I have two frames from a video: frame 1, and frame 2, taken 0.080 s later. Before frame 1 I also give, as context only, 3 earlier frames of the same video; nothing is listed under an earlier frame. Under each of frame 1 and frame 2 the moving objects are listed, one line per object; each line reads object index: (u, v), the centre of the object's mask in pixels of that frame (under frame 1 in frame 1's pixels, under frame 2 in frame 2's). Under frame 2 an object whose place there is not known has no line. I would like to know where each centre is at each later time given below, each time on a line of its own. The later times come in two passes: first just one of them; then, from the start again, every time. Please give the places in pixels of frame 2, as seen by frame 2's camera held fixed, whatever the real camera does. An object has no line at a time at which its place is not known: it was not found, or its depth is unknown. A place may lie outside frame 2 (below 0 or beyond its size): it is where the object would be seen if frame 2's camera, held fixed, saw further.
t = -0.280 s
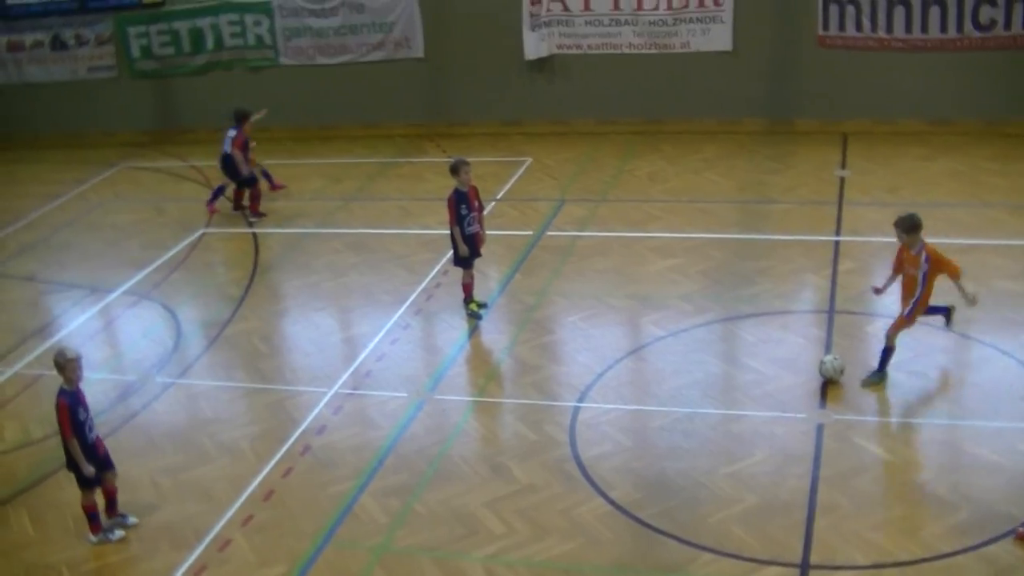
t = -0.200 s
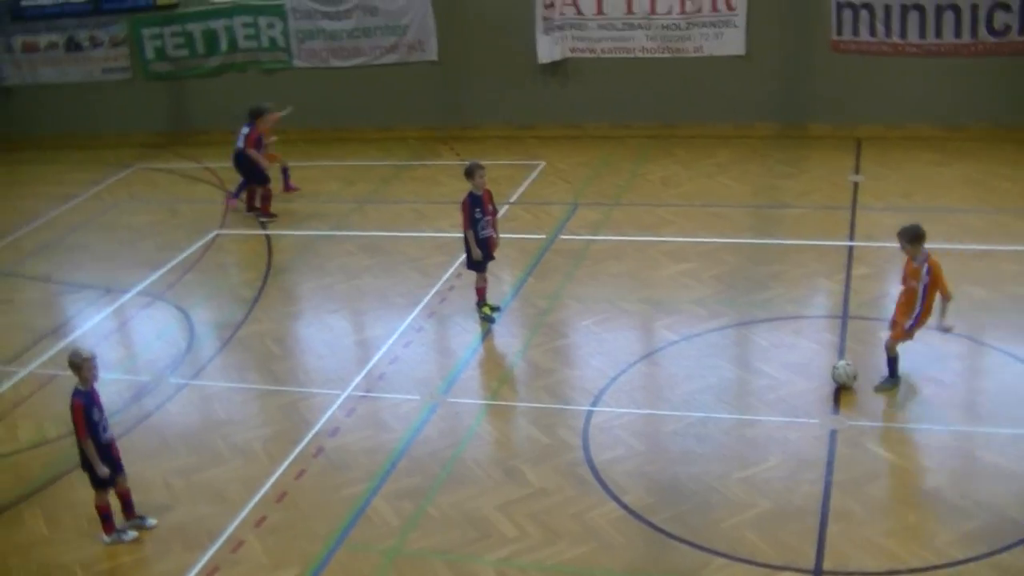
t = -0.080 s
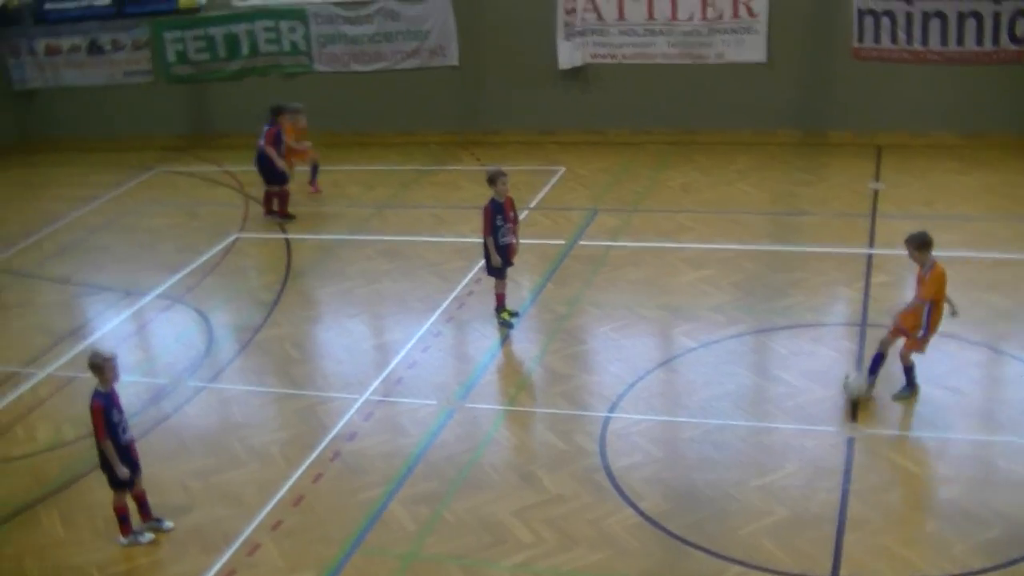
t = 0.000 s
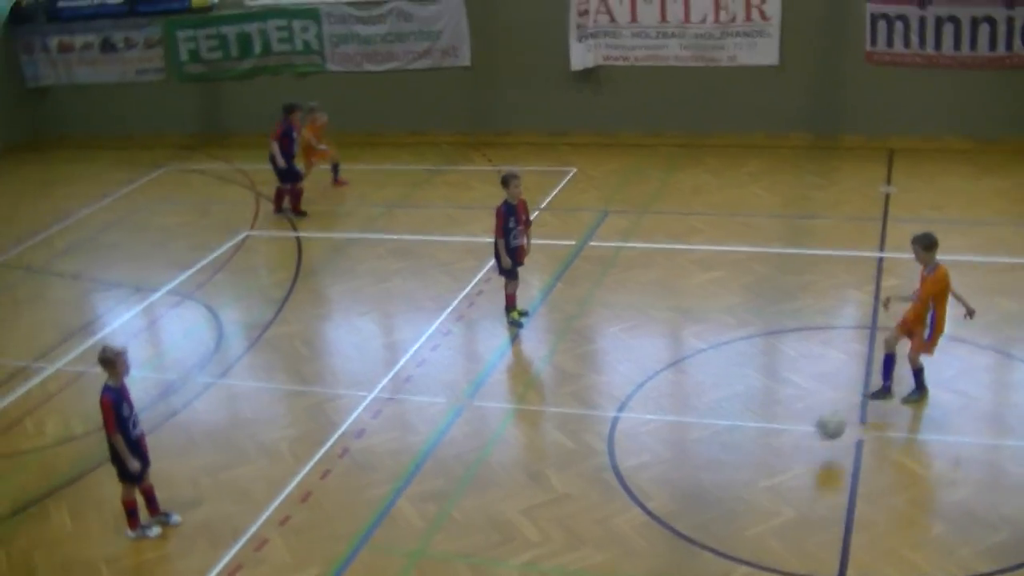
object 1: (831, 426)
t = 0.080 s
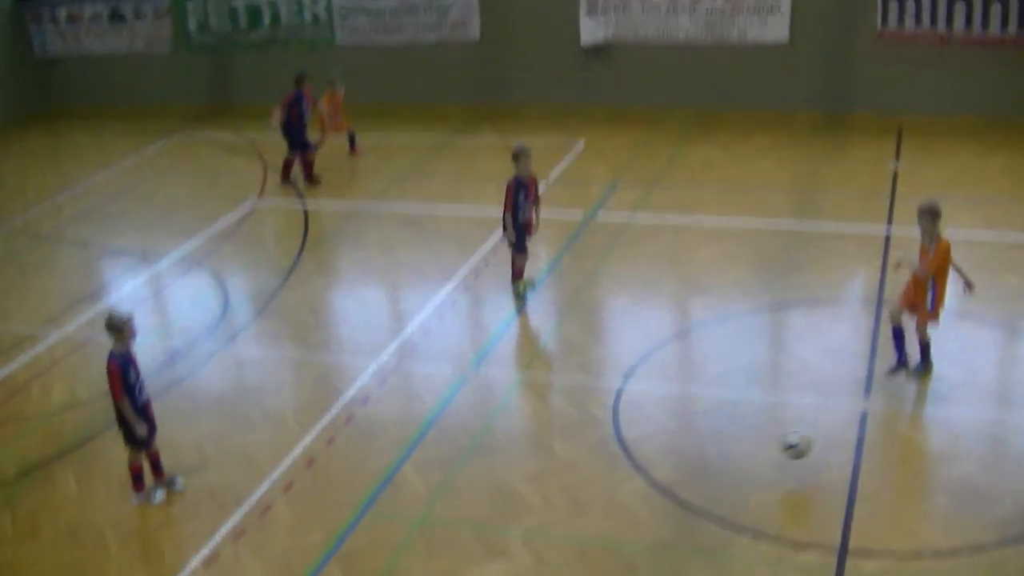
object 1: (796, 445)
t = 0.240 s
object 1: (699, 579)
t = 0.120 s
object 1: (774, 473)
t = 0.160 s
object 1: (750, 501)
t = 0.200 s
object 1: (724, 541)
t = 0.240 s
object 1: (699, 579)
